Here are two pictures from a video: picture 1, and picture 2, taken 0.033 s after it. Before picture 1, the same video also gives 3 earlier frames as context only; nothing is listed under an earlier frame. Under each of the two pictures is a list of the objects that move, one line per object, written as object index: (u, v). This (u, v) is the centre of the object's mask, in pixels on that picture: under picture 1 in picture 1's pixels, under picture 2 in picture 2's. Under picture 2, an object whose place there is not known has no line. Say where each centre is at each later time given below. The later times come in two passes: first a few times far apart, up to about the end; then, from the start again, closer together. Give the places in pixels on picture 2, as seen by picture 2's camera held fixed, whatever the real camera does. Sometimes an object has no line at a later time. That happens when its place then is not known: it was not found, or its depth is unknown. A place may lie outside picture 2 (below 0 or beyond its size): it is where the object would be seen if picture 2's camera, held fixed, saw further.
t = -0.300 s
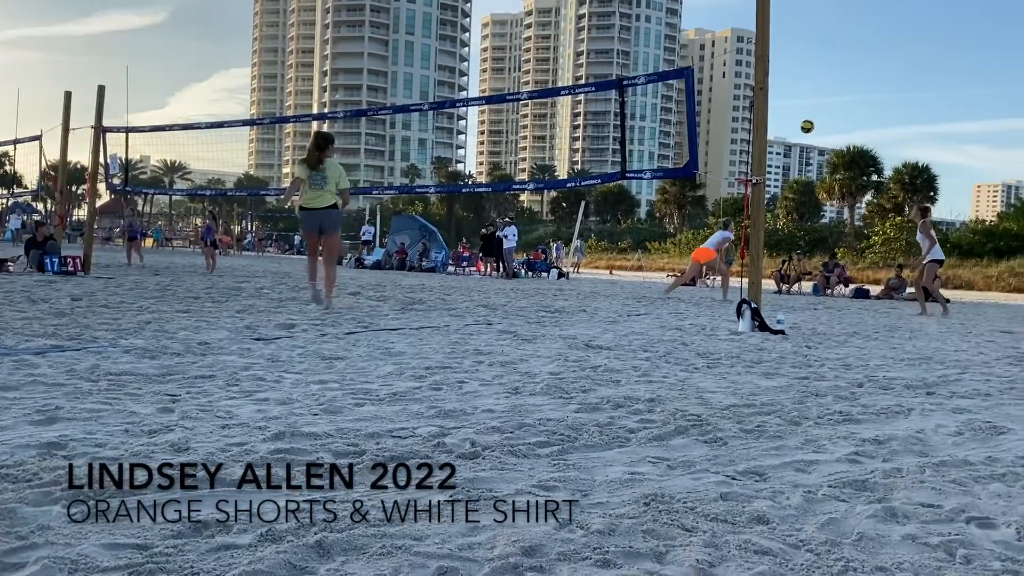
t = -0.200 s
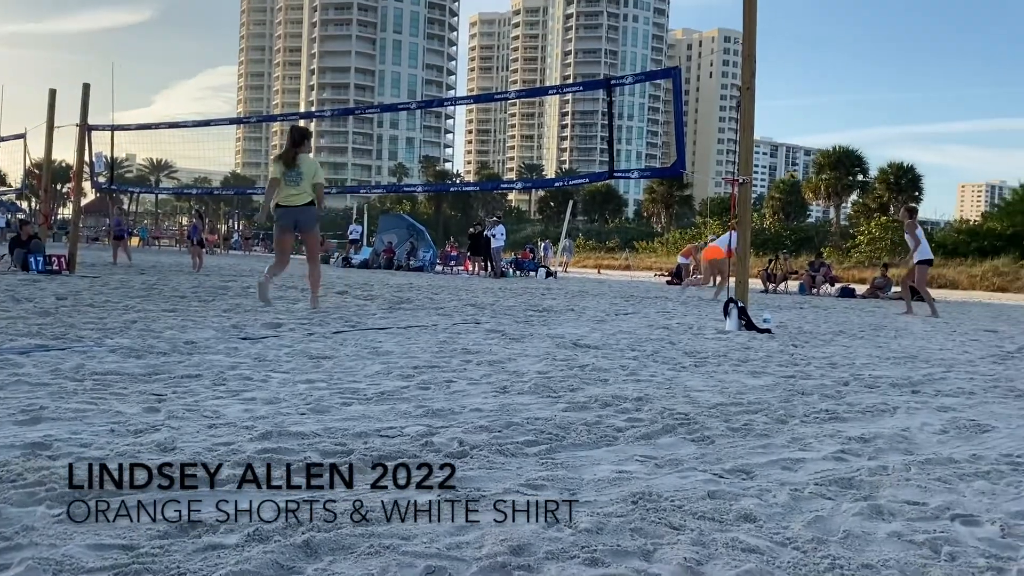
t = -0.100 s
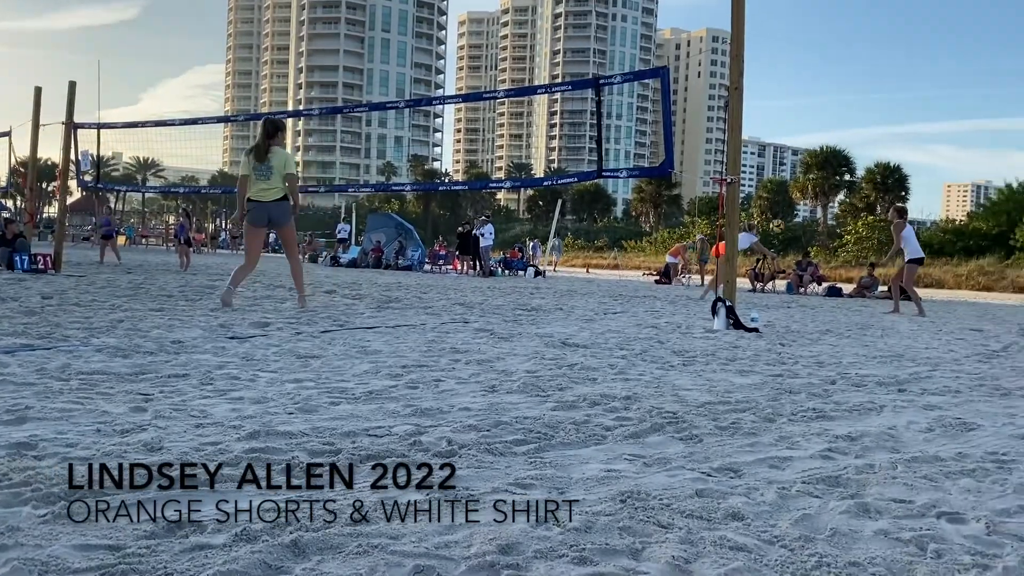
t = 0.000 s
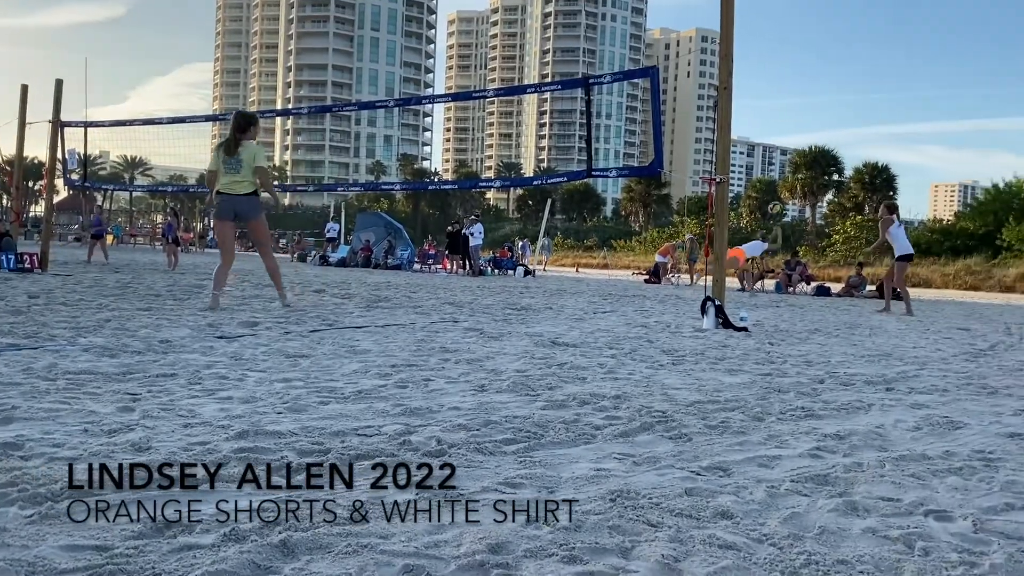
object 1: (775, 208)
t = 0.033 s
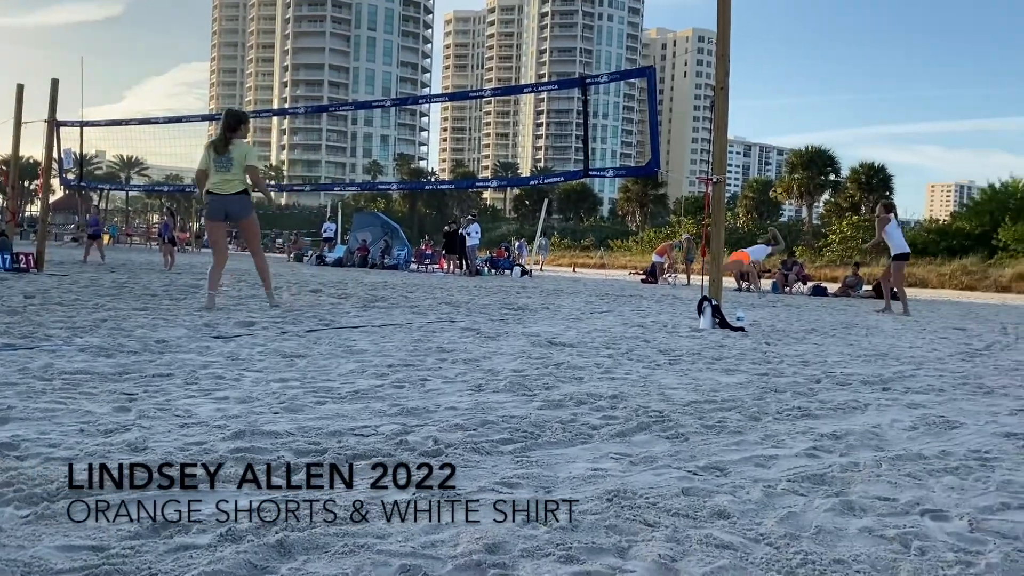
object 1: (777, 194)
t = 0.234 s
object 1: (801, 123)
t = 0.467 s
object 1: (828, 71)
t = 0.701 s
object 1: (853, 53)
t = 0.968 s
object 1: (879, 74)
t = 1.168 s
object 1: (898, 121)
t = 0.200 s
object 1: (797, 133)
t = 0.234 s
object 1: (801, 123)
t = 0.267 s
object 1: (805, 113)
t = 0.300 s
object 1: (809, 105)
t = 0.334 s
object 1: (813, 96)
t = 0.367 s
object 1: (817, 89)
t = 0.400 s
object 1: (820, 83)
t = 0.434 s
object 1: (824, 76)
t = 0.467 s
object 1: (828, 71)
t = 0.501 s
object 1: (832, 66)
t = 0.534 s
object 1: (835, 62)
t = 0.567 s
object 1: (839, 59)
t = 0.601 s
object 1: (843, 56)
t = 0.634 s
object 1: (846, 54)
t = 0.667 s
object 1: (849, 53)
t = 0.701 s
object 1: (853, 53)
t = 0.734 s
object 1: (856, 53)
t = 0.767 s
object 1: (859, 54)
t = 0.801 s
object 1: (862, 55)
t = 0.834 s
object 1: (866, 58)
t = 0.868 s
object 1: (869, 61)
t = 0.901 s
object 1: (872, 65)
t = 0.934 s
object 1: (875, 69)
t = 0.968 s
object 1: (879, 74)
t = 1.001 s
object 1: (882, 80)
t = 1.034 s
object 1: (885, 87)
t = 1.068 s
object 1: (889, 94)
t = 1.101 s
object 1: (891, 102)
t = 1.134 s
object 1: (895, 111)
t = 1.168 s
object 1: (898, 121)
